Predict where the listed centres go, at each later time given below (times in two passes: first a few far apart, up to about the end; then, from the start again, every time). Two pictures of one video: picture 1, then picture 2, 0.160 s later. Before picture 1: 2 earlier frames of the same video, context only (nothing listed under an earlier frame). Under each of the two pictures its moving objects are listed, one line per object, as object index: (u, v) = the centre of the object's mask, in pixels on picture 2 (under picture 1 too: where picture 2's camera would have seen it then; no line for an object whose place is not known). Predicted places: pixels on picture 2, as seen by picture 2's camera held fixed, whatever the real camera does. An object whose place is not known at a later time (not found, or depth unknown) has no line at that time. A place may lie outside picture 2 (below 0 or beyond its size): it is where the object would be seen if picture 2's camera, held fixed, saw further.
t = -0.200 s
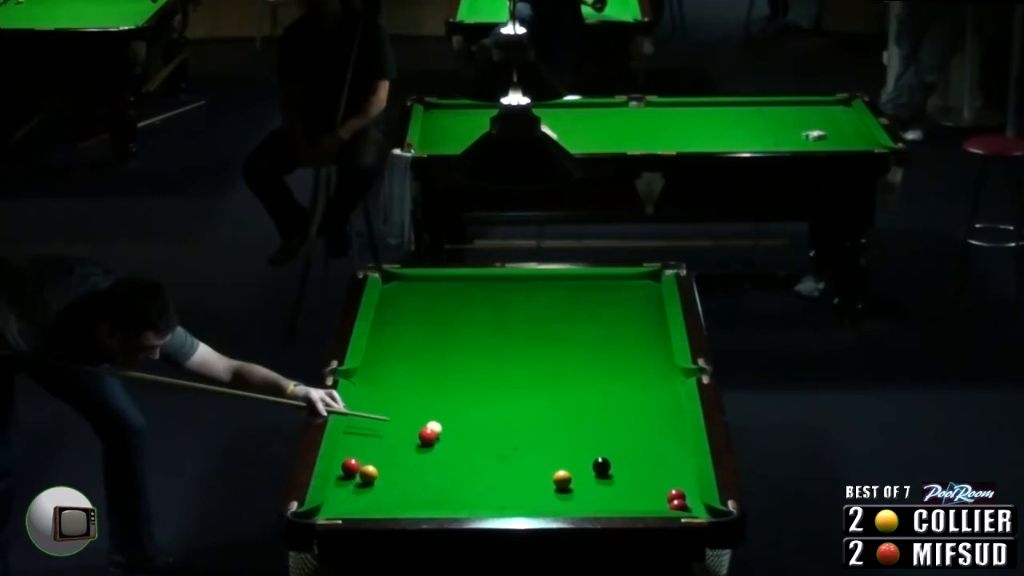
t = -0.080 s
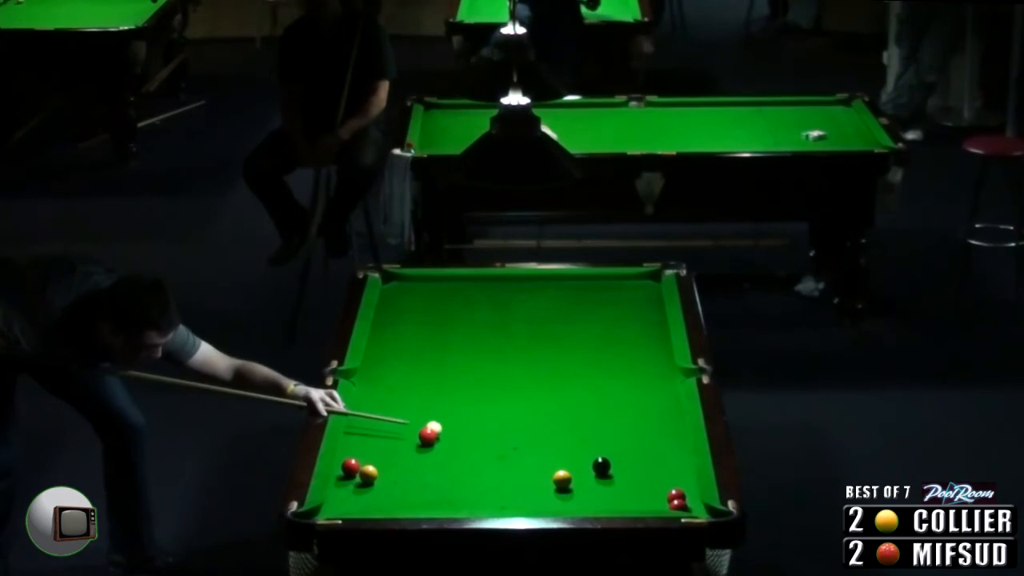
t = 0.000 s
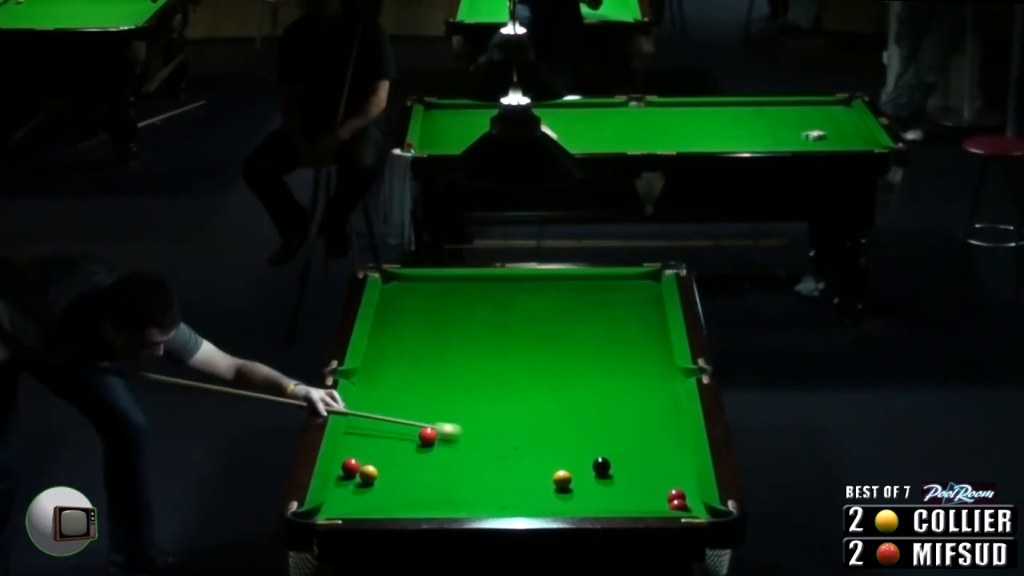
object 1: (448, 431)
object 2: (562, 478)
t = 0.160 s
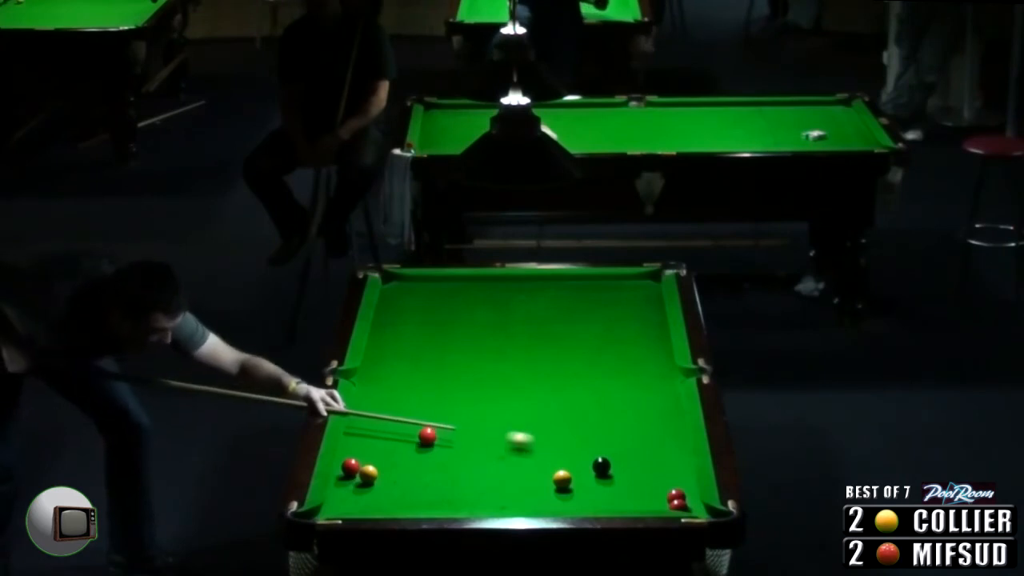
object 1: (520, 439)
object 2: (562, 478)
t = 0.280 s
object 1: (574, 446)
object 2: (562, 478)
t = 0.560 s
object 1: (674, 462)
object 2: (562, 478)
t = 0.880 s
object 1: (601, 475)
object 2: (562, 478)
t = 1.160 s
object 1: (576, 483)
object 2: (535, 480)
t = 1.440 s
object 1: (567, 490)
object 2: (500, 482)
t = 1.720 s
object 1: (560, 496)
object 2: (468, 484)
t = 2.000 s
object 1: (554, 500)
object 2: (439, 486)
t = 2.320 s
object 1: (549, 502)
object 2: (409, 487)
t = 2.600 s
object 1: (545, 504)
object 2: (386, 489)
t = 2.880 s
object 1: (543, 505)
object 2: (365, 491)
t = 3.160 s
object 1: (542, 506)
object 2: (346, 492)
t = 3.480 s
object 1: (542, 506)
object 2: (342, 493)
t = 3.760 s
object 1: (542, 506)
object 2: (348, 493)
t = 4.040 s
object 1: (542, 506)
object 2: (351, 494)
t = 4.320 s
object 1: (542, 506)
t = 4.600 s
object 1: (542, 506)
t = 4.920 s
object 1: (542, 505)
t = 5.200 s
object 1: (542, 505)
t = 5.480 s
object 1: (542, 505)
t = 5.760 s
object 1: (542, 506)
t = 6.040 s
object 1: (542, 506)
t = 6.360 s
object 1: (542, 506)
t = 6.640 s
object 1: (542, 505)
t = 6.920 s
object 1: (542, 505)
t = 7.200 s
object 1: (542, 506)
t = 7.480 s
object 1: (542, 505)
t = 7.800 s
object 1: (542, 505)
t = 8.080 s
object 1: (542, 505)
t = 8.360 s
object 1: (542, 505)
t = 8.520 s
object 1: (542, 505)
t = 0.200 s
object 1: (538, 441)
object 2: (562, 478)
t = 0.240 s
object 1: (556, 443)
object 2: (562, 478)
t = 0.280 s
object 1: (574, 446)
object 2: (562, 478)
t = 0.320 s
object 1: (592, 448)
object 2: (562, 478)
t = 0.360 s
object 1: (610, 451)
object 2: (562, 478)
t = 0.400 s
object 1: (628, 453)
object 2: (562, 478)
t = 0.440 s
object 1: (646, 456)
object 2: (562, 478)
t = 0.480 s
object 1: (664, 458)
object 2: (562, 478)
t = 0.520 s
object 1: (680, 460)
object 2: (562, 478)
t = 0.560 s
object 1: (674, 462)
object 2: (562, 478)
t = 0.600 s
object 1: (664, 463)
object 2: (562, 478)
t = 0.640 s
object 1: (654, 465)
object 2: (562, 478)
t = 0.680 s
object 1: (645, 467)
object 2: (562, 478)
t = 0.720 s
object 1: (636, 468)
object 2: (562, 478)
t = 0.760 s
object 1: (627, 469)
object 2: (562, 478)
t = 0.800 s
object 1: (618, 471)
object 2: (562, 478)
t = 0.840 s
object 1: (609, 473)
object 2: (562, 478)
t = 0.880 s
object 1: (601, 475)
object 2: (562, 478)
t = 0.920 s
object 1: (592, 476)
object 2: (562, 478)
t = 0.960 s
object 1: (583, 478)
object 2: (562, 478)
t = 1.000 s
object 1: (580, 479)
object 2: (557, 479)
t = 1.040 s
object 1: (580, 480)
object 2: (551, 479)
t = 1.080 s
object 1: (578, 482)
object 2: (546, 479)
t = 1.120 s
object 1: (577, 482)
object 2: (540, 479)
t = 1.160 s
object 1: (576, 483)
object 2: (535, 480)
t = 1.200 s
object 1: (575, 485)
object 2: (530, 479)
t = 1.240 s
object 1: (573, 486)
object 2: (525, 480)
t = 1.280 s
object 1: (572, 487)
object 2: (519, 481)
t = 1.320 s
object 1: (571, 488)
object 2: (515, 481)
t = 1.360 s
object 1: (570, 489)
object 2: (510, 481)
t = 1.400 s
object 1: (568, 489)
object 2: (505, 481)
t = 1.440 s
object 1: (567, 490)
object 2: (500, 482)
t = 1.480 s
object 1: (566, 491)
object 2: (495, 482)
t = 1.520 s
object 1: (565, 492)
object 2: (491, 483)
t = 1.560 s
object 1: (564, 493)
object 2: (486, 483)
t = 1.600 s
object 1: (563, 494)
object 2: (481, 483)
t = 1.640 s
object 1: (562, 494)
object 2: (477, 483)
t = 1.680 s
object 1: (561, 495)
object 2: (472, 483)
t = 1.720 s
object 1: (560, 496)
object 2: (468, 484)
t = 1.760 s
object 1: (559, 497)
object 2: (464, 484)
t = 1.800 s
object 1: (558, 497)
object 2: (459, 484)
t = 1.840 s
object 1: (557, 498)
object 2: (455, 484)
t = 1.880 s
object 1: (557, 499)
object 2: (451, 485)
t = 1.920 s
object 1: (556, 499)
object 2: (447, 485)
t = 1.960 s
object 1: (555, 500)
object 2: (443, 485)
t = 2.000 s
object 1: (554, 500)
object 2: (439, 486)
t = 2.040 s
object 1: (553, 500)
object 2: (435, 486)
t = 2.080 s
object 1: (553, 500)
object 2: (431, 486)
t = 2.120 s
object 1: (552, 501)
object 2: (427, 486)
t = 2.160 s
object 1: (552, 501)
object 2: (424, 486)
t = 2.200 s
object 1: (551, 501)
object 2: (420, 487)
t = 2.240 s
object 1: (550, 501)
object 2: (416, 487)
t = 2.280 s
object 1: (549, 502)
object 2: (413, 487)
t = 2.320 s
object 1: (549, 502)
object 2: (409, 487)
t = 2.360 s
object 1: (548, 502)
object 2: (406, 488)
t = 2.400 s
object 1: (548, 503)
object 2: (402, 488)
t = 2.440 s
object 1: (547, 503)
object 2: (399, 488)
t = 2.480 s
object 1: (547, 503)
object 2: (395, 489)
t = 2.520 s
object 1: (546, 504)
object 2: (392, 489)
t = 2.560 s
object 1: (546, 504)
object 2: (389, 489)
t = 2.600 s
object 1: (545, 504)
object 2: (386, 489)
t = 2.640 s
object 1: (545, 505)
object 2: (382, 490)
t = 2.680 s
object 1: (544, 505)
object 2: (380, 490)
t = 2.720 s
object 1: (544, 505)
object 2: (376, 490)
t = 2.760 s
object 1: (544, 505)
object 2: (373, 490)
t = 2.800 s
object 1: (543, 505)
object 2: (371, 490)
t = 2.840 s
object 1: (543, 505)
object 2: (367, 491)
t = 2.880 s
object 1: (543, 505)
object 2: (365, 491)
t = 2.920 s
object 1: (542, 506)
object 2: (362, 491)
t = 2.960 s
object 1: (542, 506)
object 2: (359, 491)
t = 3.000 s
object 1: (542, 506)
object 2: (356, 492)
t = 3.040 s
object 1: (542, 506)
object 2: (354, 492)
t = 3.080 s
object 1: (542, 506)
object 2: (351, 492)
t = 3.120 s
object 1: (542, 506)
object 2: (349, 492)
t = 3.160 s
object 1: (542, 506)
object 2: (346, 492)
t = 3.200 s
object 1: (542, 506)
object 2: (344, 492)
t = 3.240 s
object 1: (542, 506)
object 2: (341, 492)
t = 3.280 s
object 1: (542, 506)
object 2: (339, 492)
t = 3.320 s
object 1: (542, 506)
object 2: (337, 492)
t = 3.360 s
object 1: (542, 506)
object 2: (338, 493)
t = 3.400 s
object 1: (542, 506)
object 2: (339, 493)
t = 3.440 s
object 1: (542, 506)
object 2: (341, 493)
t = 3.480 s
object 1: (542, 506)
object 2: (342, 493)
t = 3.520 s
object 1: (542, 506)
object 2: (343, 493)
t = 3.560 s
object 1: (542, 506)
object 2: (344, 493)
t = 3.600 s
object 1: (542, 506)
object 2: (345, 493)
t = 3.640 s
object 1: (542, 506)
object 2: (346, 493)
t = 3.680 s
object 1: (542, 506)
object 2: (346, 493)
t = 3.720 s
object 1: (542, 506)
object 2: (347, 493)
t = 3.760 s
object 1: (542, 506)
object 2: (348, 493)
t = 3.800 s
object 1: (542, 506)
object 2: (349, 494)
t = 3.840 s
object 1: (542, 506)
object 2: (349, 494)
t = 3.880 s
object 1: (542, 506)
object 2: (350, 494)
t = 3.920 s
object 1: (542, 506)
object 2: (350, 494)
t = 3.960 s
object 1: (542, 506)
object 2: (351, 494)
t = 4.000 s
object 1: (542, 506)
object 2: (351, 494)
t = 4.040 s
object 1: (542, 506)
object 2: (351, 494)
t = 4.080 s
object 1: (542, 506)
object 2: (352, 494)
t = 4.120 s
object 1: (542, 506)
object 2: (352, 494)
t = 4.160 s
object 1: (542, 506)
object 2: (352, 494)
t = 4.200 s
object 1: (542, 506)
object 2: (352, 494)
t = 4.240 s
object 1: (542, 506)
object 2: (352, 494)
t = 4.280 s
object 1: (542, 506)
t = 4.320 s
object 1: (542, 506)
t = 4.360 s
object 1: (542, 506)
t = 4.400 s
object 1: (542, 506)
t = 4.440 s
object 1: (542, 506)
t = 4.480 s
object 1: (542, 506)
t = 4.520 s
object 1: (542, 506)
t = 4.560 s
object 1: (542, 506)
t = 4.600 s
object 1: (542, 506)
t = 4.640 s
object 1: (542, 506)
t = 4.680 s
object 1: (542, 506)
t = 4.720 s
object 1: (542, 506)
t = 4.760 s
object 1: (542, 506)
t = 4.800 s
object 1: (542, 506)
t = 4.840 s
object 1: (542, 506)
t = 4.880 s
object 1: (542, 506)
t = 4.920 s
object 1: (542, 505)
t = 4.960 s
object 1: (542, 506)
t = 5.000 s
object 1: (542, 506)
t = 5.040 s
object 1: (542, 506)
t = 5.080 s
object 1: (542, 506)
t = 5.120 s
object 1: (542, 506)
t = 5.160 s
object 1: (542, 506)
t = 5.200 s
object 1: (542, 505)
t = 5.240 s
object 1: (542, 505)
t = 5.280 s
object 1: (542, 506)
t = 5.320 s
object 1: (542, 506)
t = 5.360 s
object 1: (542, 505)
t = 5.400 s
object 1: (542, 505)
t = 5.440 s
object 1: (542, 505)
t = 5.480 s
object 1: (542, 505)
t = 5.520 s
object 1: (542, 505)
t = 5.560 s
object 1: (542, 505)
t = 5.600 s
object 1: (542, 505)
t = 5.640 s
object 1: (542, 505)
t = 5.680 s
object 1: (542, 505)
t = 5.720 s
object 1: (542, 505)
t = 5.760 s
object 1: (542, 506)
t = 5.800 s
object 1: (542, 506)
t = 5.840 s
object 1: (542, 505)
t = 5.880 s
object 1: (542, 505)
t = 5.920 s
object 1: (542, 506)
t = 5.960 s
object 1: (542, 506)
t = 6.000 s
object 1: (542, 506)
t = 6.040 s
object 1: (542, 506)
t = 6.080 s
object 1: (542, 506)
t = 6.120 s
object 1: (542, 506)
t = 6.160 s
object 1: (542, 506)
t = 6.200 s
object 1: (542, 505)
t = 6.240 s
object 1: (542, 506)
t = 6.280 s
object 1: (542, 505)
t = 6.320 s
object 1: (542, 506)
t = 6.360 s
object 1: (542, 506)
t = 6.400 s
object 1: (542, 506)
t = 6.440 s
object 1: (542, 506)
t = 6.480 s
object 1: (542, 506)
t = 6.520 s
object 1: (542, 506)
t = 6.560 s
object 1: (542, 505)
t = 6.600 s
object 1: (542, 506)
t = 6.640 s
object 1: (542, 505)
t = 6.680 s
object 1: (542, 506)
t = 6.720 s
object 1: (542, 505)
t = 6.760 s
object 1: (542, 506)
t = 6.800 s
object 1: (542, 505)
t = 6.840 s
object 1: (542, 506)
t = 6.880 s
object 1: (542, 505)
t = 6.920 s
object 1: (542, 505)
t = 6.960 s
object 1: (542, 506)
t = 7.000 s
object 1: (542, 505)
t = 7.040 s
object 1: (542, 505)
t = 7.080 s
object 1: (542, 505)
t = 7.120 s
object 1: (542, 505)
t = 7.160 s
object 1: (542, 505)
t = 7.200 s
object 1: (542, 506)
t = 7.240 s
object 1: (542, 505)
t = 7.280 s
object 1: (542, 505)
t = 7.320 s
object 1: (542, 505)
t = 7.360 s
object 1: (542, 506)
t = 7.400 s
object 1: (542, 506)
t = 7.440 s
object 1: (542, 505)
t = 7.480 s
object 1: (542, 505)
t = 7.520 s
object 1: (542, 505)
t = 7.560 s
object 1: (542, 505)
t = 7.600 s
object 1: (542, 505)
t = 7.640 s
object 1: (542, 505)
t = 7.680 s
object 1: (541, 505)
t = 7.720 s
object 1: (542, 505)
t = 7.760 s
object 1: (542, 505)
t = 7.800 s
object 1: (542, 505)
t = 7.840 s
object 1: (541, 505)
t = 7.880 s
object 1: (542, 505)
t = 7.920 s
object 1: (542, 505)
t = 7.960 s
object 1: (542, 505)
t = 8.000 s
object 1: (542, 505)
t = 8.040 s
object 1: (542, 505)
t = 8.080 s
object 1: (542, 505)
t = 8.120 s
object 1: (542, 505)
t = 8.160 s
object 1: (542, 506)
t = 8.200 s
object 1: (542, 505)
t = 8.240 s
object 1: (542, 505)
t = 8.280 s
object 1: (542, 505)
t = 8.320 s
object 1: (542, 505)
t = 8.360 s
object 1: (542, 505)
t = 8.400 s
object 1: (542, 505)
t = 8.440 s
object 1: (542, 505)
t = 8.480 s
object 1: (542, 505)
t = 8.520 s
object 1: (542, 505)
